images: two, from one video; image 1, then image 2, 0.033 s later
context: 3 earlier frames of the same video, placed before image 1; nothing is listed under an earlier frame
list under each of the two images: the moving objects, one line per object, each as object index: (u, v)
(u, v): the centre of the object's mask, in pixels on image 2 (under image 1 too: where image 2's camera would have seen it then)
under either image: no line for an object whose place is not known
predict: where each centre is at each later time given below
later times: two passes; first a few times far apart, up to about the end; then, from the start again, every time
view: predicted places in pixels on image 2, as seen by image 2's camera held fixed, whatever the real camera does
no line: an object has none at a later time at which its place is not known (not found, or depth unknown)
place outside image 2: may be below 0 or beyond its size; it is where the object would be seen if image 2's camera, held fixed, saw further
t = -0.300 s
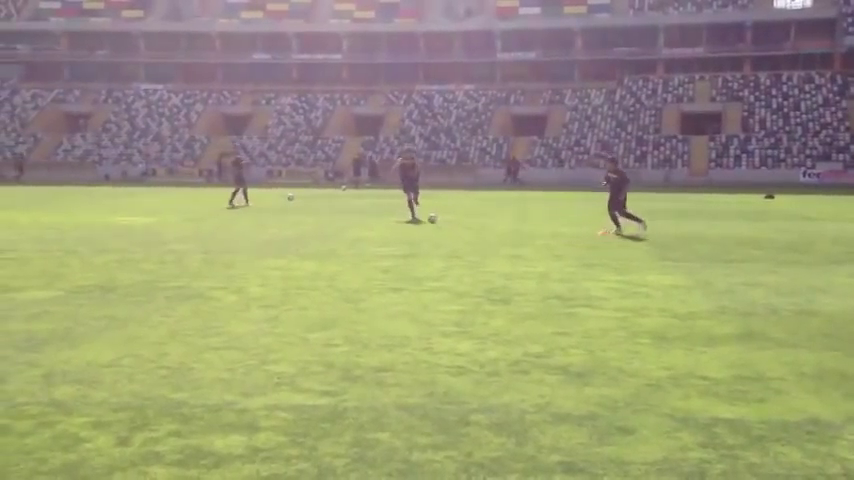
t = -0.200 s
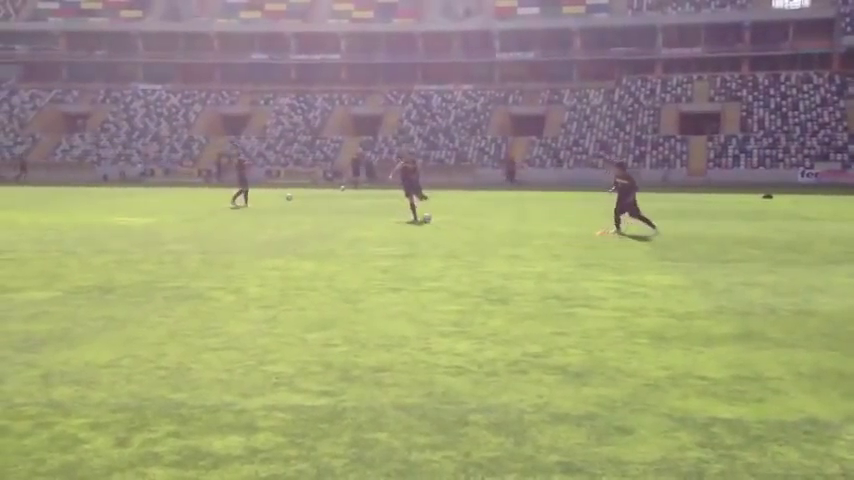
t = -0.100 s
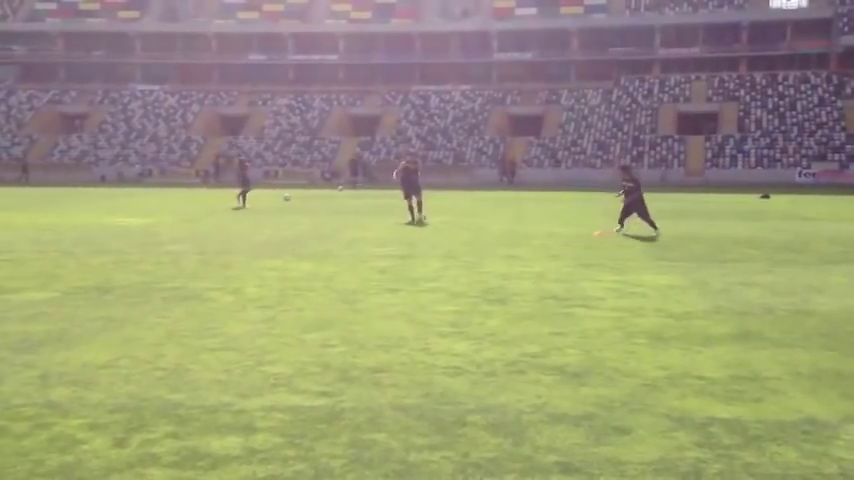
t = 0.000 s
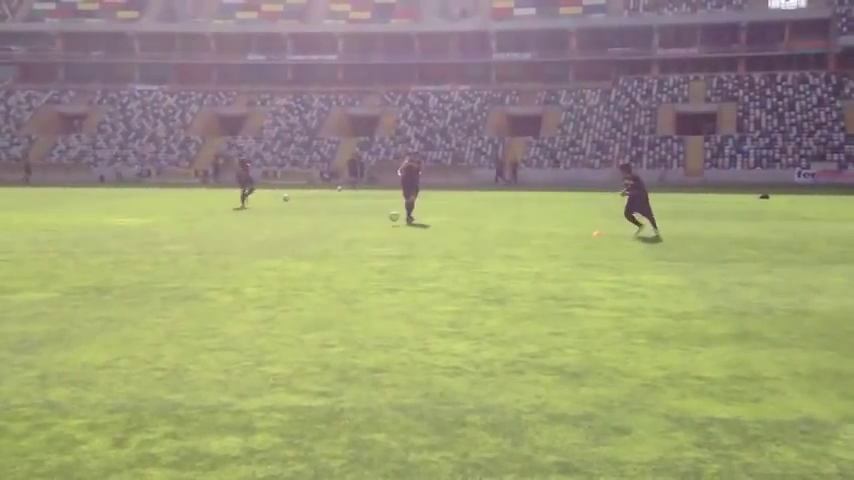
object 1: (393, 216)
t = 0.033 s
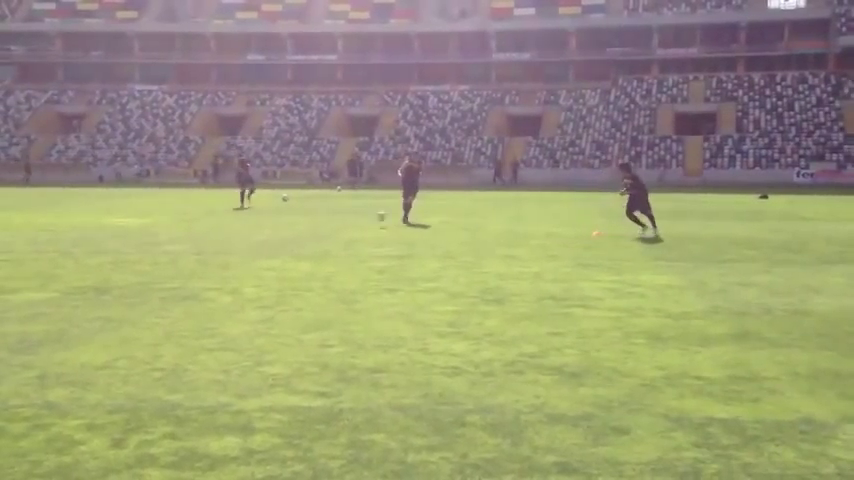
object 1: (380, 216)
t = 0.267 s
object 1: (285, 234)
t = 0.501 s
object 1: (156, 245)
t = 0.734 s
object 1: (-18, 268)
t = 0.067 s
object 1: (369, 217)
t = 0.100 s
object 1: (358, 218)
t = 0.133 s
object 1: (344, 221)
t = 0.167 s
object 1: (331, 224)
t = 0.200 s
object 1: (316, 228)
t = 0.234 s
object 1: (300, 232)
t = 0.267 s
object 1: (285, 234)
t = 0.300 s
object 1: (269, 234)
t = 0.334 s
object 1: (252, 234)
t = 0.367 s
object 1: (236, 234)
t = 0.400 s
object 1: (216, 235)
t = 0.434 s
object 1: (198, 238)
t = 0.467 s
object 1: (178, 240)
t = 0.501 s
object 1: (156, 245)
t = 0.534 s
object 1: (132, 250)
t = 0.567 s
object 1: (110, 255)
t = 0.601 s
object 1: (85, 256)
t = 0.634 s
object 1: (60, 257)
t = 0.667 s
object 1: (35, 260)
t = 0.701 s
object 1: (6, 263)
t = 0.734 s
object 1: (-18, 268)
